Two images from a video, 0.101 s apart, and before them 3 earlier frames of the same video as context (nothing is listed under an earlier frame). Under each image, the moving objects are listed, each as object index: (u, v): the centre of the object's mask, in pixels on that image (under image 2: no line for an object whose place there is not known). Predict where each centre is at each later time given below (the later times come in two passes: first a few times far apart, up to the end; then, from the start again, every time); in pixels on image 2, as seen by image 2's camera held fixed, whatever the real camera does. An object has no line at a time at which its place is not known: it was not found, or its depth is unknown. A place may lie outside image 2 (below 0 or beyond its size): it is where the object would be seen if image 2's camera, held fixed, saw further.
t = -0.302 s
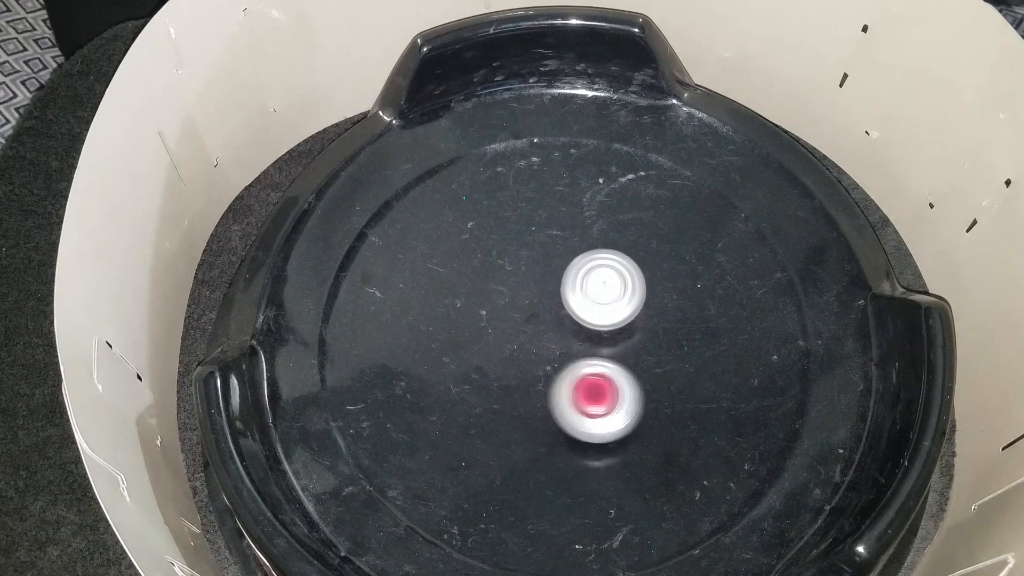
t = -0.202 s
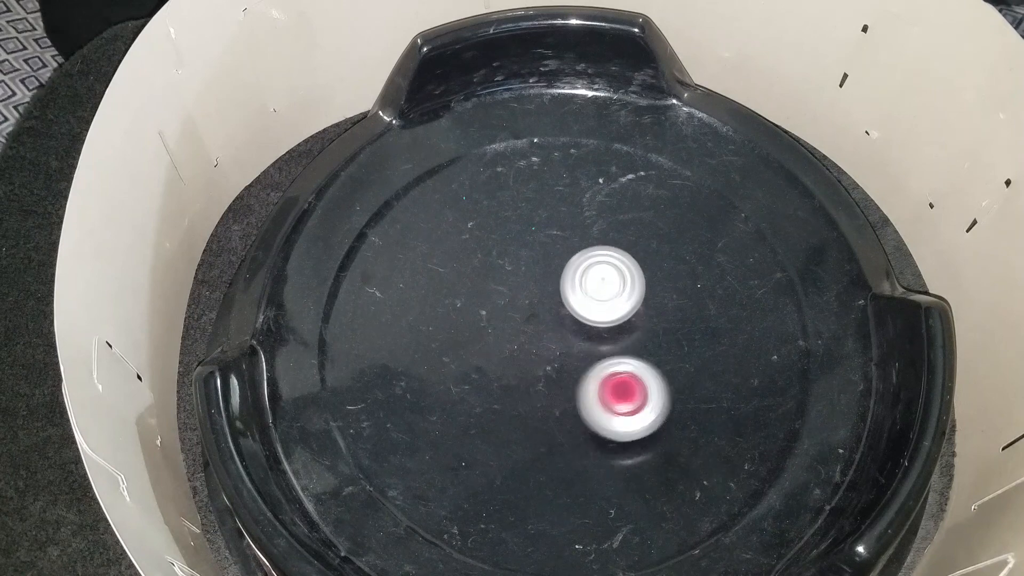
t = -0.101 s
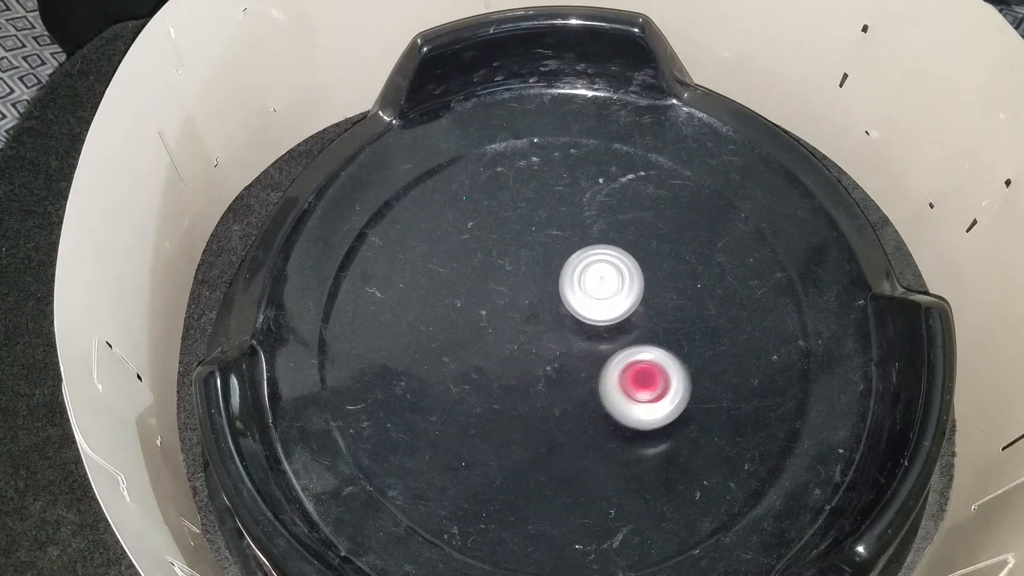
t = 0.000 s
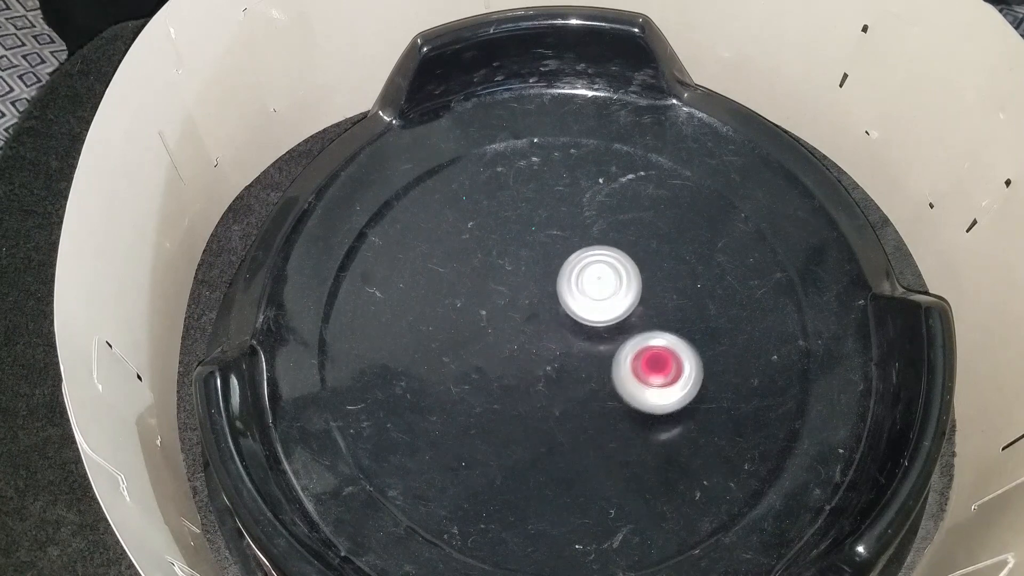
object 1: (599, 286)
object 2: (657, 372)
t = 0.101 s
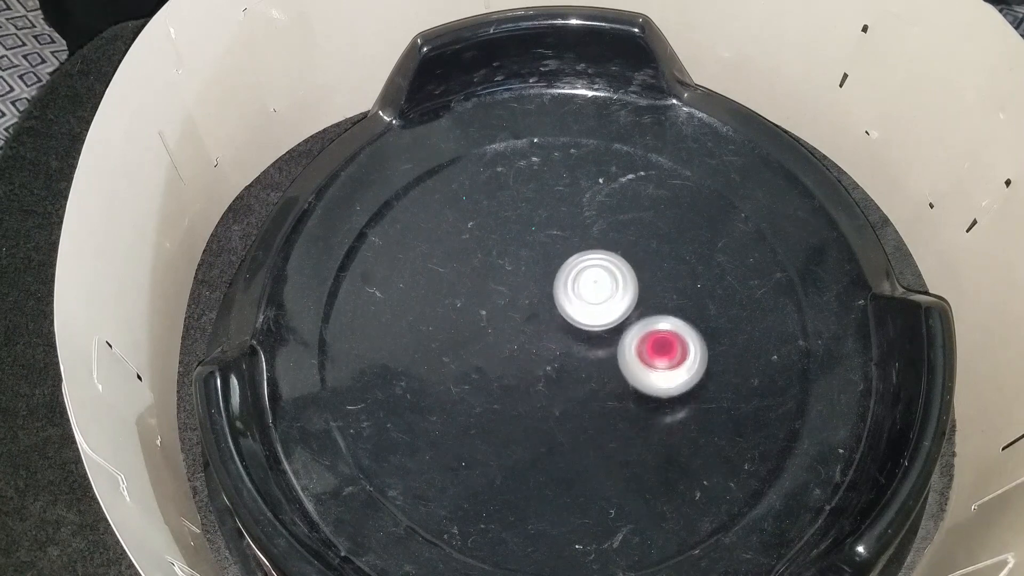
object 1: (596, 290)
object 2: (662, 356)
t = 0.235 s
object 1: (535, 250)
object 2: (710, 390)
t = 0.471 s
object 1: (462, 289)
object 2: (716, 374)
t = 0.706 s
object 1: (478, 372)
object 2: (662, 334)
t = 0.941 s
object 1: (524, 412)
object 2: (568, 328)
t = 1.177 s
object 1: (574, 472)
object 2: (497, 276)
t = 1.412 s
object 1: (613, 449)
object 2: (423, 307)
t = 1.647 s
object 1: (617, 407)
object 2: (404, 351)
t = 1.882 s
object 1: (594, 363)
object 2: (444, 381)
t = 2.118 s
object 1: (581, 318)
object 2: (499, 394)
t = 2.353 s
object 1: (575, 253)
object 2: (558, 394)
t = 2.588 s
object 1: (536, 242)
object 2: (623, 332)
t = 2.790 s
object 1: (518, 257)
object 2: (631, 282)
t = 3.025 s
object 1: (522, 285)
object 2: (608, 245)
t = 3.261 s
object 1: (525, 335)
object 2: (585, 237)
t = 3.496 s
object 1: (567, 364)
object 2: (550, 279)
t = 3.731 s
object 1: (624, 424)
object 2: (509, 276)
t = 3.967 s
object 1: (648, 412)
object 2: (502, 356)
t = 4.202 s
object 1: (645, 392)
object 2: (532, 411)
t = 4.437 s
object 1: (797, 287)
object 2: (321, 378)
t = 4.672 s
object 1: (575, 245)
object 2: (487, 352)
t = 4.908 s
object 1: (376, 348)
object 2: (586, 328)
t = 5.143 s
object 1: (382, 414)
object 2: (552, 289)
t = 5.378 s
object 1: (446, 418)
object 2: (514, 275)
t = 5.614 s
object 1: (501, 394)
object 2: (499, 294)
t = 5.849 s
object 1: (544, 396)
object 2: (527, 290)
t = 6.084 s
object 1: (584, 374)
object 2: (545, 304)
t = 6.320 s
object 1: (625, 371)
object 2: (548, 306)
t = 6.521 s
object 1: (649, 353)
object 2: (551, 332)
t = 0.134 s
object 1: (594, 292)
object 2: (661, 350)
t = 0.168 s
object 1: (584, 286)
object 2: (671, 356)
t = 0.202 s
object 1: (559, 266)
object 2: (694, 375)
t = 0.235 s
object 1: (535, 250)
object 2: (710, 390)
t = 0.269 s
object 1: (515, 241)
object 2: (720, 399)
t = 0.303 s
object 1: (498, 237)
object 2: (724, 402)
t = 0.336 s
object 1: (484, 240)
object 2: (724, 400)
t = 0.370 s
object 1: (475, 250)
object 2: (723, 395)
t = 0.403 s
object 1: (469, 262)
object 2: (722, 389)
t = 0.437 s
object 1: (465, 276)
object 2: (720, 382)
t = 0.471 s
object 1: (462, 289)
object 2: (716, 374)
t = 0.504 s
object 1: (460, 302)
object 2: (712, 367)
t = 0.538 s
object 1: (460, 315)
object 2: (706, 361)
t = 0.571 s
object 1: (461, 327)
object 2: (700, 354)
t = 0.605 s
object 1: (464, 339)
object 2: (692, 349)
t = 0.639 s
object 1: (468, 350)
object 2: (683, 343)
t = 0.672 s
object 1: (472, 361)
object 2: (672, 338)
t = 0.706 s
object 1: (478, 372)
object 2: (662, 334)
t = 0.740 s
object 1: (485, 381)
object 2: (650, 331)
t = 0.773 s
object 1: (492, 389)
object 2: (638, 328)
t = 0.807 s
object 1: (498, 395)
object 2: (625, 327)
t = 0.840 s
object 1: (504, 400)
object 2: (611, 326)
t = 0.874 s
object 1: (510, 405)
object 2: (597, 326)
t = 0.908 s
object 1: (517, 409)
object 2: (583, 326)
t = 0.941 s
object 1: (524, 412)
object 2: (568, 328)
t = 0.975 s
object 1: (532, 414)
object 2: (555, 331)
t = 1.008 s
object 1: (539, 419)
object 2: (542, 335)
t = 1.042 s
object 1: (545, 437)
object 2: (531, 322)
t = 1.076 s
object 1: (551, 456)
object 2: (522, 303)
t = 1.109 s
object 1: (558, 467)
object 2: (514, 290)
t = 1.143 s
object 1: (566, 471)
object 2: (506, 281)
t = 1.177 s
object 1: (574, 472)
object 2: (497, 276)
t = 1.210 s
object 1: (581, 471)
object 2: (487, 276)
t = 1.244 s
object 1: (588, 470)
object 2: (475, 279)
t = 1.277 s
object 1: (595, 467)
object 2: (463, 283)
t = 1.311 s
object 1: (601, 464)
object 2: (451, 288)
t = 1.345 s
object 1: (605, 459)
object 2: (441, 294)
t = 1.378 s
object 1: (610, 455)
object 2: (431, 301)
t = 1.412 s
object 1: (613, 449)
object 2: (423, 307)
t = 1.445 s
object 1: (615, 444)
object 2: (416, 314)
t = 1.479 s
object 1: (617, 438)
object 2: (411, 320)
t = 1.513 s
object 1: (618, 432)
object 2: (407, 327)
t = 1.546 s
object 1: (618, 426)
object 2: (405, 333)
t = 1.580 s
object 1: (618, 420)
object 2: (403, 339)
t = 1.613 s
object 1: (618, 414)
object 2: (403, 345)
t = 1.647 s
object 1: (617, 407)
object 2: (404, 351)
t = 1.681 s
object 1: (615, 401)
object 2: (407, 357)
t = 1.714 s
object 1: (613, 394)
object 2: (410, 362)
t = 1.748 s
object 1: (609, 388)
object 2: (415, 367)
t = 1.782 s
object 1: (606, 381)
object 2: (421, 371)
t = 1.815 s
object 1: (602, 375)
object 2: (428, 375)
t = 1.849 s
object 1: (598, 369)
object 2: (436, 378)
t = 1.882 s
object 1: (594, 363)
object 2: (444, 381)
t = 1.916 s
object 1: (590, 358)
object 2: (453, 383)
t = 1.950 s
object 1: (585, 352)
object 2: (463, 385)
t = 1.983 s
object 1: (581, 347)
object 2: (473, 386)
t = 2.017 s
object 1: (577, 342)
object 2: (483, 386)
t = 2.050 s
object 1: (573, 338)
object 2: (495, 385)
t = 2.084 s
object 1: (570, 332)
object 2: (503, 386)
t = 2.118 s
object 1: (581, 318)
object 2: (499, 394)
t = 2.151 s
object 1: (593, 302)
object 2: (495, 402)
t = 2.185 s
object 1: (599, 288)
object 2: (496, 406)
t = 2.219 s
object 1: (600, 278)
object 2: (503, 407)
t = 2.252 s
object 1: (596, 270)
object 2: (515, 406)
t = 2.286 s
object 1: (589, 263)
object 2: (529, 404)
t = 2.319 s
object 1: (582, 257)
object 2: (543, 400)
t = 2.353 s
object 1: (575, 253)
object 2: (558, 394)
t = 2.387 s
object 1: (569, 249)
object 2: (571, 388)
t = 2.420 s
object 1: (563, 247)
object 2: (583, 381)
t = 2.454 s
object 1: (557, 245)
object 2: (593, 373)
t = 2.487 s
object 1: (551, 243)
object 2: (602, 364)
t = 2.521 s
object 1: (546, 242)
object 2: (611, 354)
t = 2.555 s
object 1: (541, 241)
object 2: (618, 343)
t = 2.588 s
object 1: (536, 242)
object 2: (623, 332)
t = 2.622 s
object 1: (531, 243)
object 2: (627, 322)
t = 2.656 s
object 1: (527, 245)
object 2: (629, 314)
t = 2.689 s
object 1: (523, 247)
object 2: (631, 305)
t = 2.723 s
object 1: (521, 250)
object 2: (632, 297)
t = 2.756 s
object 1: (519, 254)
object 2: (632, 289)
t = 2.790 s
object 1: (518, 257)
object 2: (631, 282)
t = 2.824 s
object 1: (517, 261)
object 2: (630, 274)
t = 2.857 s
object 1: (517, 265)
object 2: (627, 268)
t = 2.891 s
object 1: (517, 269)
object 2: (625, 262)
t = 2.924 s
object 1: (518, 272)
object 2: (621, 256)
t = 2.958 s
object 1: (519, 276)
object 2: (617, 252)
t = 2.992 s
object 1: (521, 281)
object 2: (613, 248)
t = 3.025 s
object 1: (522, 285)
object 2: (608, 245)
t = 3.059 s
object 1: (525, 289)
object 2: (602, 244)
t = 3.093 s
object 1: (528, 294)
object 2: (597, 243)
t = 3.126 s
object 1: (529, 301)
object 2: (592, 242)
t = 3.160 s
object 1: (525, 312)
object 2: (595, 236)
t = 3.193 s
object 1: (523, 322)
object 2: (595, 234)
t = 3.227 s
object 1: (523, 330)
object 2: (591, 235)
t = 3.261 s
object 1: (525, 335)
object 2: (585, 237)
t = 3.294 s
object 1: (530, 340)
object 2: (579, 241)
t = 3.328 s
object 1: (535, 345)
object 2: (573, 245)
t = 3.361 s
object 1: (542, 350)
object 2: (567, 251)
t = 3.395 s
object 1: (548, 355)
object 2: (562, 257)
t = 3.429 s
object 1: (555, 359)
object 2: (557, 264)
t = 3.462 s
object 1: (561, 362)
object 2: (553, 271)
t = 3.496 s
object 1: (567, 364)
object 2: (550, 279)
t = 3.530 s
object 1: (572, 366)
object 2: (547, 287)
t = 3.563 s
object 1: (578, 371)
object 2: (544, 293)
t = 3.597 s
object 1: (589, 390)
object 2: (537, 286)
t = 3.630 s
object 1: (601, 408)
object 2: (528, 274)
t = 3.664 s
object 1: (609, 419)
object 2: (520, 269)
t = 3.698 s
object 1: (617, 423)
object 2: (514, 270)
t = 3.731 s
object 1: (624, 424)
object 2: (509, 276)
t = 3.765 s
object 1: (631, 424)
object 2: (505, 287)
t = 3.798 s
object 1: (636, 423)
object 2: (501, 298)
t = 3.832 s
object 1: (641, 421)
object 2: (499, 310)
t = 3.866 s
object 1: (644, 419)
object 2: (498, 322)
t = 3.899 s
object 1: (646, 417)
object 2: (498, 333)
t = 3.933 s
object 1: (648, 414)
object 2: (499, 345)
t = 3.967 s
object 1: (648, 412)
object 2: (502, 356)
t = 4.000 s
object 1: (648, 409)
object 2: (506, 366)
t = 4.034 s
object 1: (646, 406)
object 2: (510, 375)
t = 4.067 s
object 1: (645, 403)
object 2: (516, 384)
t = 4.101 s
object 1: (643, 401)
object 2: (523, 391)
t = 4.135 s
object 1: (640, 398)
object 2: (530, 399)
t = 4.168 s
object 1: (636, 395)
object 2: (537, 405)
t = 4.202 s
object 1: (645, 392)
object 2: (532, 411)
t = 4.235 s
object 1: (695, 383)
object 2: (481, 413)
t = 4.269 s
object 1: (753, 369)
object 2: (419, 412)
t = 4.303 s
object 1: (800, 352)
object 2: (367, 408)
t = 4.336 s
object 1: (833, 335)
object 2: (322, 402)
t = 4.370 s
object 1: (833, 317)
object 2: (304, 391)
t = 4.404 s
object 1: (818, 301)
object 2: (310, 381)
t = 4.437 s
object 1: (797, 287)
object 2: (321, 378)
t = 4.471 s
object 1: (769, 275)
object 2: (338, 371)
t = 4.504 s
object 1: (740, 265)
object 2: (360, 366)
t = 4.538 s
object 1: (709, 257)
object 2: (383, 362)
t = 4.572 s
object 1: (675, 251)
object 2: (410, 359)
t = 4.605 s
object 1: (641, 246)
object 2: (435, 356)
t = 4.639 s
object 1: (609, 244)
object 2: (461, 354)
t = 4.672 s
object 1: (575, 245)
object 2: (487, 352)
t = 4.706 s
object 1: (541, 249)
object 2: (512, 351)
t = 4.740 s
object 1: (506, 257)
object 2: (535, 348)
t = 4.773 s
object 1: (471, 270)
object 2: (554, 345)
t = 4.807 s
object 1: (439, 286)
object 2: (568, 342)
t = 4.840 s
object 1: (412, 305)
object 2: (578, 337)
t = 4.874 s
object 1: (391, 327)
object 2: (584, 333)
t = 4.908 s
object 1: (376, 348)
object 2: (586, 328)
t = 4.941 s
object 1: (368, 366)
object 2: (583, 323)
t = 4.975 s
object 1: (366, 381)
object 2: (578, 316)
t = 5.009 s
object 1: (367, 391)
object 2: (573, 310)
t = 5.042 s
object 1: (369, 398)
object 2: (569, 303)
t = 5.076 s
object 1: (372, 404)
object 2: (563, 298)
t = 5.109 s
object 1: (376, 410)
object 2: (558, 294)
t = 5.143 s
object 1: (382, 414)
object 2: (552, 289)
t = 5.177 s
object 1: (389, 417)
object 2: (547, 285)
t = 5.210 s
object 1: (397, 419)
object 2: (541, 281)
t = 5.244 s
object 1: (405, 421)
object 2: (535, 278)
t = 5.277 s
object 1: (415, 421)
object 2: (529, 276)
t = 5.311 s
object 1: (425, 421)
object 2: (524, 275)
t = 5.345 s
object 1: (435, 420)
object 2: (519, 275)
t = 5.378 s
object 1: (446, 418)
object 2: (514, 275)
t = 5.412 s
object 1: (456, 415)
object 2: (511, 276)
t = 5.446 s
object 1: (466, 412)
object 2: (507, 277)
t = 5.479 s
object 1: (475, 408)
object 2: (505, 280)
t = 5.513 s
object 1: (483, 405)
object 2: (502, 282)
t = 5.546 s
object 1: (490, 400)
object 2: (500, 286)
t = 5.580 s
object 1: (496, 397)
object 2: (499, 289)
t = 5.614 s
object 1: (501, 394)
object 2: (499, 294)
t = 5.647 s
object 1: (506, 390)
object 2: (500, 298)
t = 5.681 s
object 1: (511, 386)
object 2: (503, 302)
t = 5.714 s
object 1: (517, 385)
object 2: (506, 305)
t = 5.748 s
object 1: (524, 392)
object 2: (510, 299)
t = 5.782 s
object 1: (531, 397)
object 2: (515, 293)
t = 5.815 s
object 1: (538, 398)
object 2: (521, 289)
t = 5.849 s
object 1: (544, 396)
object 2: (527, 290)
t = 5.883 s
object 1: (549, 392)
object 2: (530, 294)
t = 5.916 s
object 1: (553, 387)
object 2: (534, 297)
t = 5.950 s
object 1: (559, 383)
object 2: (537, 299)
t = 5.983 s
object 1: (564, 379)
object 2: (540, 301)
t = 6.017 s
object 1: (570, 376)
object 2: (542, 303)
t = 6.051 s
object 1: (577, 375)
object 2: (543, 303)
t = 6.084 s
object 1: (584, 374)
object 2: (545, 304)
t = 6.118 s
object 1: (592, 376)
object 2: (546, 304)
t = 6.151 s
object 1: (602, 381)
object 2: (545, 298)
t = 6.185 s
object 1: (610, 383)
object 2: (545, 295)
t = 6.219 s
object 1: (615, 382)
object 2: (545, 295)
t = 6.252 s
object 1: (619, 378)
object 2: (546, 298)
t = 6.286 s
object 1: (622, 375)
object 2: (547, 302)
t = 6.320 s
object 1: (625, 371)
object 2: (548, 306)
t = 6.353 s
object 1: (628, 367)
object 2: (550, 310)
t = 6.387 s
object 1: (631, 363)
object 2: (552, 315)
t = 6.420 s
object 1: (634, 360)
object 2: (554, 320)
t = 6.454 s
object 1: (637, 356)
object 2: (556, 325)
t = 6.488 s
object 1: (641, 354)
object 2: (556, 330)
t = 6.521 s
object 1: (649, 353)
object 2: (551, 332)
